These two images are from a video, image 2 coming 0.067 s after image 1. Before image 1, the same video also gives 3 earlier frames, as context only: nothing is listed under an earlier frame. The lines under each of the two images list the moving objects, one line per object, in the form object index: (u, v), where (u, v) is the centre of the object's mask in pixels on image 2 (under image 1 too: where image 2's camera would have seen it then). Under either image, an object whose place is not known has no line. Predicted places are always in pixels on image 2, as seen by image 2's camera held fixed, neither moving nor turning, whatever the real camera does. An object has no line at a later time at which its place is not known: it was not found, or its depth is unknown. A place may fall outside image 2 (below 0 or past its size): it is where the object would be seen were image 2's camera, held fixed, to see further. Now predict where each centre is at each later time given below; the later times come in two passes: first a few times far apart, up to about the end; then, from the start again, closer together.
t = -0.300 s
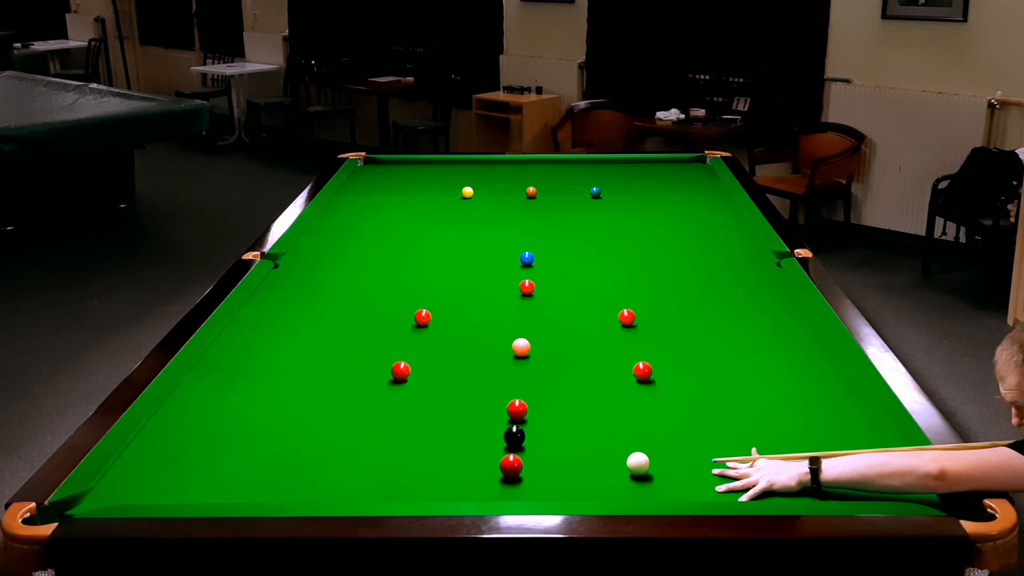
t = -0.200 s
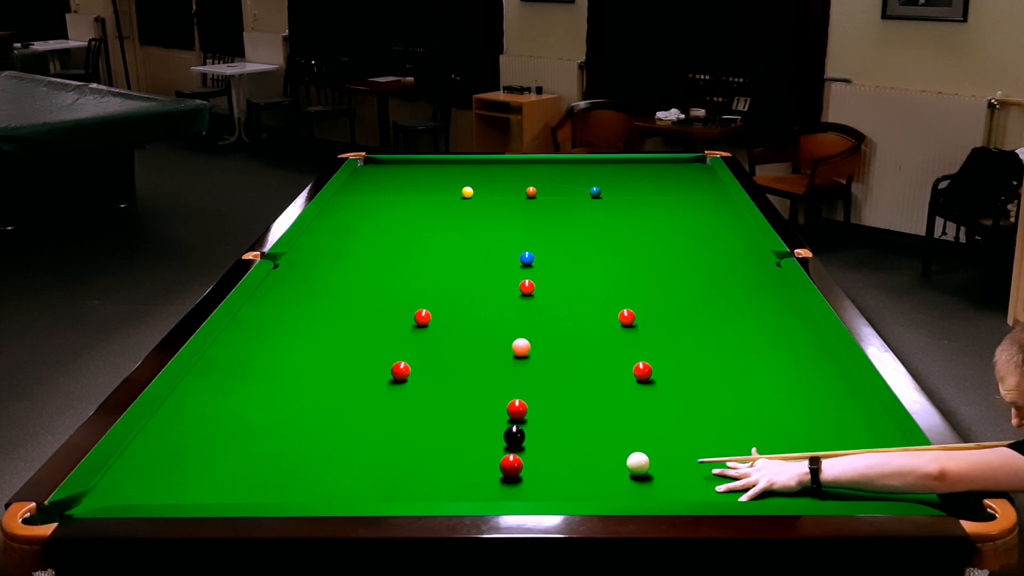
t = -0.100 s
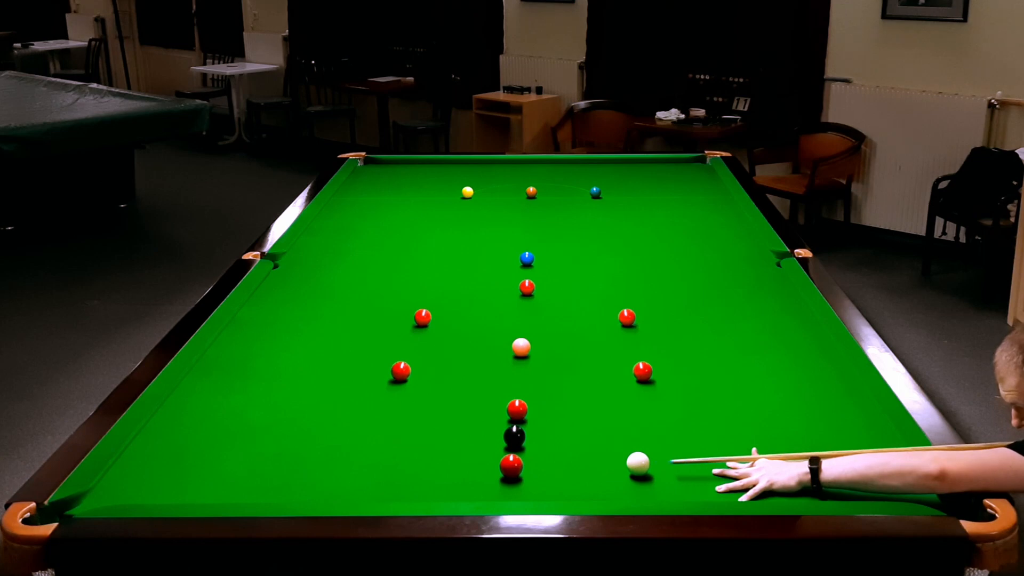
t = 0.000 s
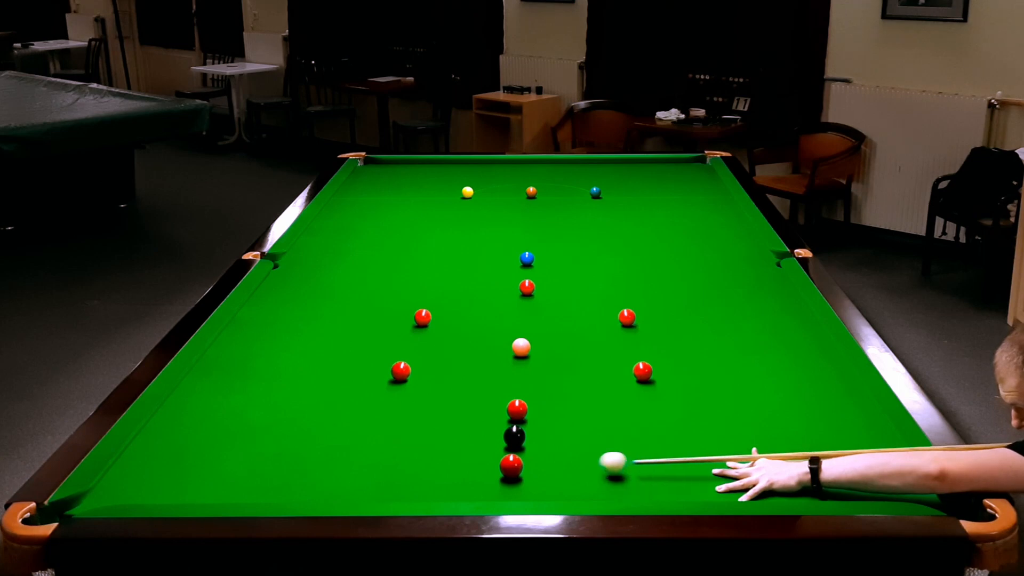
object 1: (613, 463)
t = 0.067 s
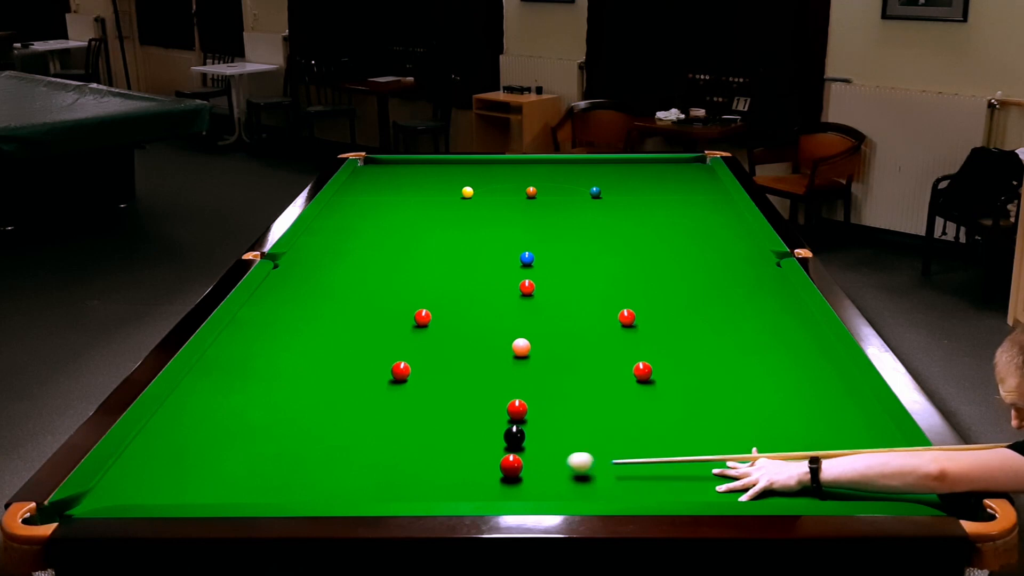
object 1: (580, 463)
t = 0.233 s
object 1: (532, 462)
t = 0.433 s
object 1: (512, 458)
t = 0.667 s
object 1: (490, 453)
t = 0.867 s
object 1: (472, 450)
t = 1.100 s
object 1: (453, 447)
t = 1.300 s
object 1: (438, 444)
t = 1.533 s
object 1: (423, 442)
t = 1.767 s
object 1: (409, 440)
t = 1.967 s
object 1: (399, 438)
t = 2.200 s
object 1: (389, 436)
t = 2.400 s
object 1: (381, 435)
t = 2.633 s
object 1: (373, 435)
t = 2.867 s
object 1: (367, 434)
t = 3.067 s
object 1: (364, 434)
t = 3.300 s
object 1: (361, 433)
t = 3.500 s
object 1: (361, 433)
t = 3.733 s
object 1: (361, 434)
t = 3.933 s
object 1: (361, 434)
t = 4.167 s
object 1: (361, 434)
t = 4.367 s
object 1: (361, 434)
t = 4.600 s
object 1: (361, 434)
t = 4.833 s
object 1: (361, 434)
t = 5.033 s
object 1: (361, 434)
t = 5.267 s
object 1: (361, 434)
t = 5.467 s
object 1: (361, 434)
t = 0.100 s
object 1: (565, 463)
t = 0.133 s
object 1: (550, 463)
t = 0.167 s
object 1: (536, 463)
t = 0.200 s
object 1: (533, 463)
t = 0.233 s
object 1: (532, 462)
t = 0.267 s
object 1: (529, 461)
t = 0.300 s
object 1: (526, 461)
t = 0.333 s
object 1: (523, 460)
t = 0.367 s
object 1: (519, 459)
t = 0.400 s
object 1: (516, 459)
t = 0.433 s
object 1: (512, 458)
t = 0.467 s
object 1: (509, 457)
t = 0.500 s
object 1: (506, 456)
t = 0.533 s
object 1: (502, 456)
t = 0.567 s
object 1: (499, 455)
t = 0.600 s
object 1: (496, 455)
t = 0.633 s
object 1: (493, 454)
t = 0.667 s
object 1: (490, 453)
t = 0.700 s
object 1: (487, 453)
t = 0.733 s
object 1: (483, 452)
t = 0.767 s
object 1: (480, 452)
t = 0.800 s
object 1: (478, 451)
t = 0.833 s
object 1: (475, 451)
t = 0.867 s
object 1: (472, 450)
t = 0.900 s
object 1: (469, 450)
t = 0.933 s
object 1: (466, 449)
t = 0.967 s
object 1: (464, 449)
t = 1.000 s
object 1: (461, 448)
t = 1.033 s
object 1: (458, 448)
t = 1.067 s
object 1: (456, 447)
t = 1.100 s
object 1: (453, 447)
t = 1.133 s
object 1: (451, 446)
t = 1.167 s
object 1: (448, 446)
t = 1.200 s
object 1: (446, 445)
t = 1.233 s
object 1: (443, 445)
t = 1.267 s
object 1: (441, 445)
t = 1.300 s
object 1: (438, 444)
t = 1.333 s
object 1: (436, 444)
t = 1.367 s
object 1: (434, 443)
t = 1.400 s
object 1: (431, 443)
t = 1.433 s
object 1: (429, 443)
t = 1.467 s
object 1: (427, 442)
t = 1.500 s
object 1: (425, 442)
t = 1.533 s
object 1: (423, 442)
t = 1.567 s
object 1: (421, 441)
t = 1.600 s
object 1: (419, 441)
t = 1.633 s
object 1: (417, 441)
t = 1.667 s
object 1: (415, 440)
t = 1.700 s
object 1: (413, 440)
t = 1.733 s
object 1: (411, 440)
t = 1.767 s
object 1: (409, 440)
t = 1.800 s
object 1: (407, 439)
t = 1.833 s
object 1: (406, 439)
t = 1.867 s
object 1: (404, 439)
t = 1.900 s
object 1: (402, 439)
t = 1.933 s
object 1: (401, 438)
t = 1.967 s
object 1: (399, 438)
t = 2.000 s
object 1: (397, 438)
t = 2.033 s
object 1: (396, 438)
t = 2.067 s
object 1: (394, 437)
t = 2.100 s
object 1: (393, 437)
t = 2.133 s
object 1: (391, 437)
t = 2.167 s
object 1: (390, 437)
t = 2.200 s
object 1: (389, 436)
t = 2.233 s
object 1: (387, 436)
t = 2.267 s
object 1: (386, 436)
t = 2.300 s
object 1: (384, 436)
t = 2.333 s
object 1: (383, 436)
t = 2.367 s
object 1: (382, 436)
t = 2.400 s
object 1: (381, 435)
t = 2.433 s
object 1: (380, 435)
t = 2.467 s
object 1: (378, 435)
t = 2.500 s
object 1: (377, 435)
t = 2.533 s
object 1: (376, 435)
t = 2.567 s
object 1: (375, 435)
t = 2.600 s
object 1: (374, 435)
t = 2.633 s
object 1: (373, 435)
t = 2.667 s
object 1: (372, 434)
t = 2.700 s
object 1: (371, 434)
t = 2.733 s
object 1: (370, 434)
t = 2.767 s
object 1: (370, 434)
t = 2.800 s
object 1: (369, 434)
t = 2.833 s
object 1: (368, 434)
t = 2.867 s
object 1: (367, 434)
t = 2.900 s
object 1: (367, 434)
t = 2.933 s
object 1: (366, 434)
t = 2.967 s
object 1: (366, 434)
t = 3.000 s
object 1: (365, 434)
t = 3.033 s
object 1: (364, 434)
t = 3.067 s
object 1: (364, 434)
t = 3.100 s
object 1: (363, 433)
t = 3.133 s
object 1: (363, 433)
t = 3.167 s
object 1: (363, 433)
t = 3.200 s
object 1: (362, 433)
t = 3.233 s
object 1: (362, 433)
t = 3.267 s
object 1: (362, 433)
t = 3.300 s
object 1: (361, 433)
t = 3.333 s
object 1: (361, 433)
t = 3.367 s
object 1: (361, 433)
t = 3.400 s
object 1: (361, 433)
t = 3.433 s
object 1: (361, 433)
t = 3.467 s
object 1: (361, 433)
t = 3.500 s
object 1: (361, 433)
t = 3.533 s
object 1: (360, 433)
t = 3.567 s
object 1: (360, 433)
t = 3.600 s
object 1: (360, 433)
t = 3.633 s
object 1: (361, 433)
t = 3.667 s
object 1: (361, 433)
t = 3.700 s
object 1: (361, 434)
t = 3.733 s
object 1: (361, 434)
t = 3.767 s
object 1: (361, 434)
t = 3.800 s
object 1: (361, 434)
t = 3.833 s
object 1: (361, 434)
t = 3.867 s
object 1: (361, 434)
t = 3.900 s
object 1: (361, 434)
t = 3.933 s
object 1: (361, 434)
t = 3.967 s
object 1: (361, 434)
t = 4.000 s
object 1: (361, 434)
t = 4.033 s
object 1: (361, 434)
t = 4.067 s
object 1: (361, 434)
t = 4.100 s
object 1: (361, 434)
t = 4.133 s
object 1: (361, 434)
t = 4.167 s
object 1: (361, 434)
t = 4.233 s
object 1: (361, 434)
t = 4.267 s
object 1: (361, 434)
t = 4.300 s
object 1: (361, 434)
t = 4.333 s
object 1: (361, 434)
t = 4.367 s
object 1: (361, 434)
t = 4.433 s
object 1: (361, 434)
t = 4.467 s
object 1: (361, 434)
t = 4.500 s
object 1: (361, 434)
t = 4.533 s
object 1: (361, 434)
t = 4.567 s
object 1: (361, 434)
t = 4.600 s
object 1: (361, 434)
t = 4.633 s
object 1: (361, 434)
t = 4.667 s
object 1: (361, 434)
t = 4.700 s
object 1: (361, 434)
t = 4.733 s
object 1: (361, 434)
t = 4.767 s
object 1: (361, 434)
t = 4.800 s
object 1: (361, 434)
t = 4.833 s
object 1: (361, 434)
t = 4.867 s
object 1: (361, 434)
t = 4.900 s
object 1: (361, 434)
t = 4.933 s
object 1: (361, 434)
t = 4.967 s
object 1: (361, 434)
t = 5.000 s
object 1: (361, 434)
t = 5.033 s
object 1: (361, 434)
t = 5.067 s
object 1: (361, 434)
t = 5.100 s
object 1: (361, 434)
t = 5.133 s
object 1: (361, 434)
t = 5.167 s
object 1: (361, 434)
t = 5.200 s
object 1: (361, 434)
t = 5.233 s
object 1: (361, 434)
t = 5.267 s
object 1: (361, 434)
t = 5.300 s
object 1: (361, 434)
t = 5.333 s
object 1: (361, 434)
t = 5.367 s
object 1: (361, 434)
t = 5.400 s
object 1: (361, 434)
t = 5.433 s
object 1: (361, 434)
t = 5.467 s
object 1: (361, 434)
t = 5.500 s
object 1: (361, 434)
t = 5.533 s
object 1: (361, 434)
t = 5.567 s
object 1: (361, 434)
